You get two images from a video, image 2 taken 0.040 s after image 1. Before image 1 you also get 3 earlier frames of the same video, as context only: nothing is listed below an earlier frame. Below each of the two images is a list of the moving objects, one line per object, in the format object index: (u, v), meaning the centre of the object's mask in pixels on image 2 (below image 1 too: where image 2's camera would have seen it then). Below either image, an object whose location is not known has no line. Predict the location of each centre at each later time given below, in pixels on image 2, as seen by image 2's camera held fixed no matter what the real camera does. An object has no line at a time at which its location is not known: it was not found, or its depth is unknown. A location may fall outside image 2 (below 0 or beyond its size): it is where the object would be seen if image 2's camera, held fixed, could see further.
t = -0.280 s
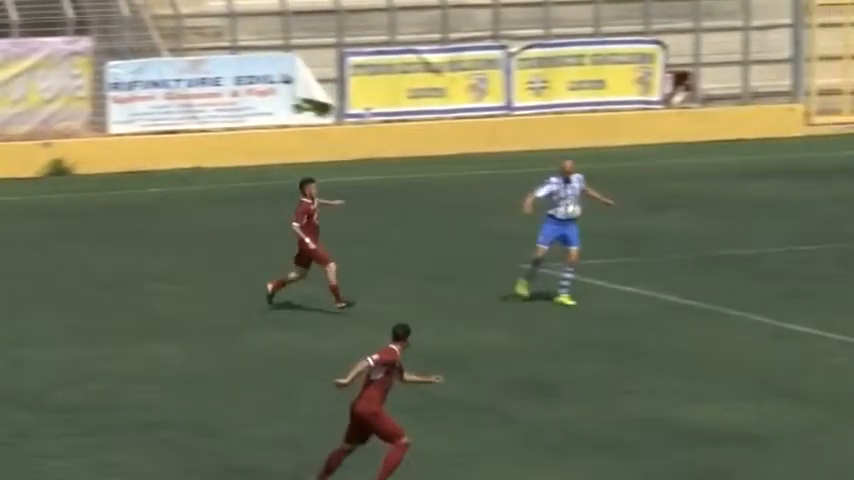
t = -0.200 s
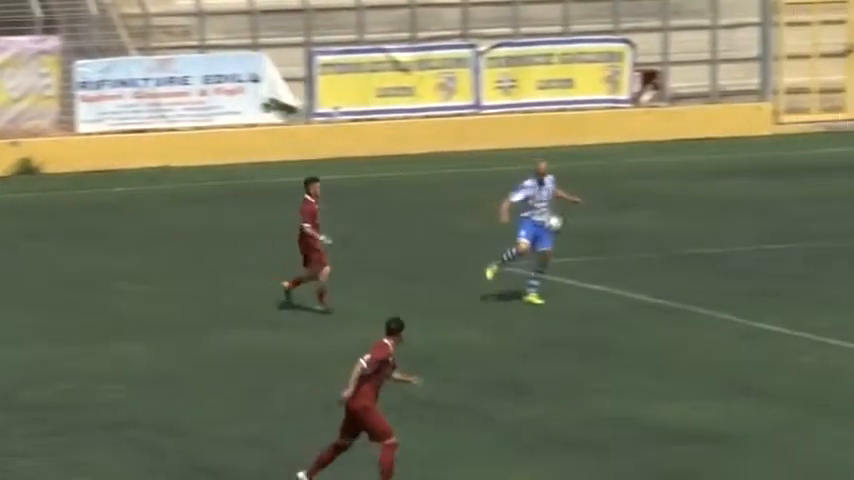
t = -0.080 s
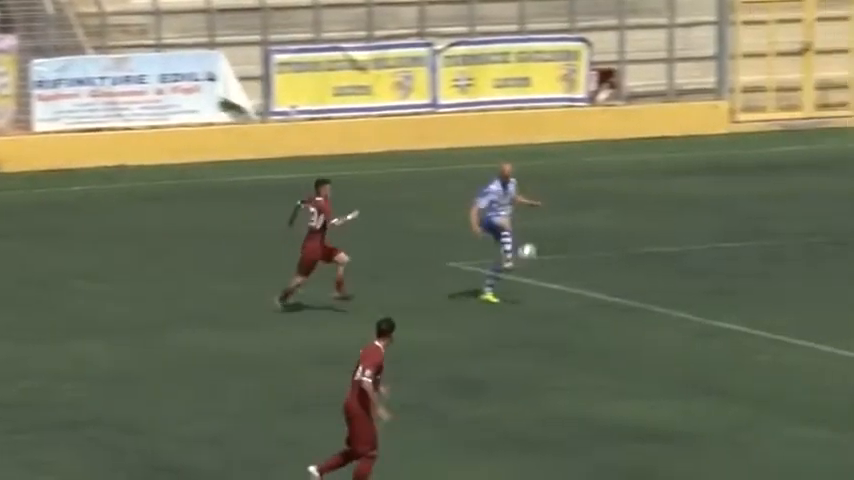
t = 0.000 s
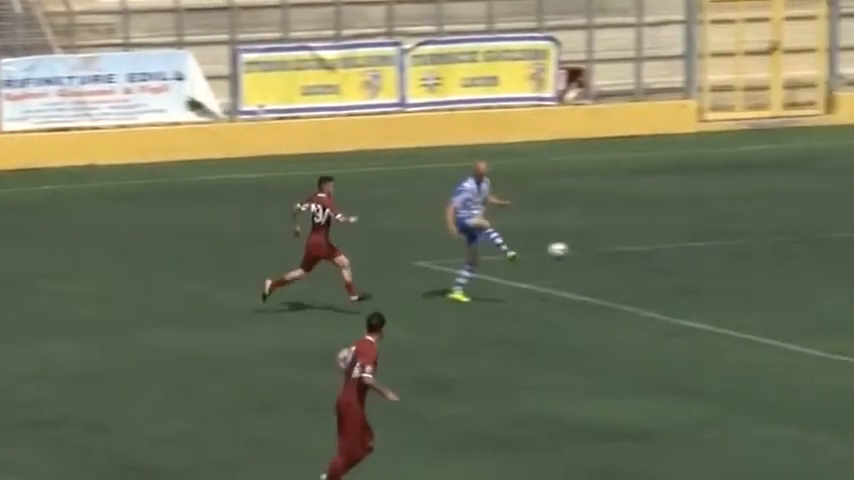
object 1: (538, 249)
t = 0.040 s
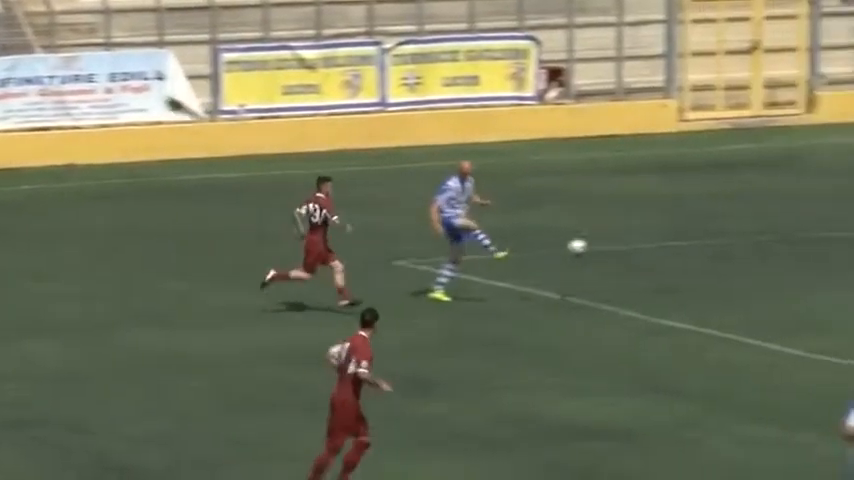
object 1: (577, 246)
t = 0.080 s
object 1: (615, 244)
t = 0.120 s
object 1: (652, 245)
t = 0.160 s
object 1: (689, 246)
